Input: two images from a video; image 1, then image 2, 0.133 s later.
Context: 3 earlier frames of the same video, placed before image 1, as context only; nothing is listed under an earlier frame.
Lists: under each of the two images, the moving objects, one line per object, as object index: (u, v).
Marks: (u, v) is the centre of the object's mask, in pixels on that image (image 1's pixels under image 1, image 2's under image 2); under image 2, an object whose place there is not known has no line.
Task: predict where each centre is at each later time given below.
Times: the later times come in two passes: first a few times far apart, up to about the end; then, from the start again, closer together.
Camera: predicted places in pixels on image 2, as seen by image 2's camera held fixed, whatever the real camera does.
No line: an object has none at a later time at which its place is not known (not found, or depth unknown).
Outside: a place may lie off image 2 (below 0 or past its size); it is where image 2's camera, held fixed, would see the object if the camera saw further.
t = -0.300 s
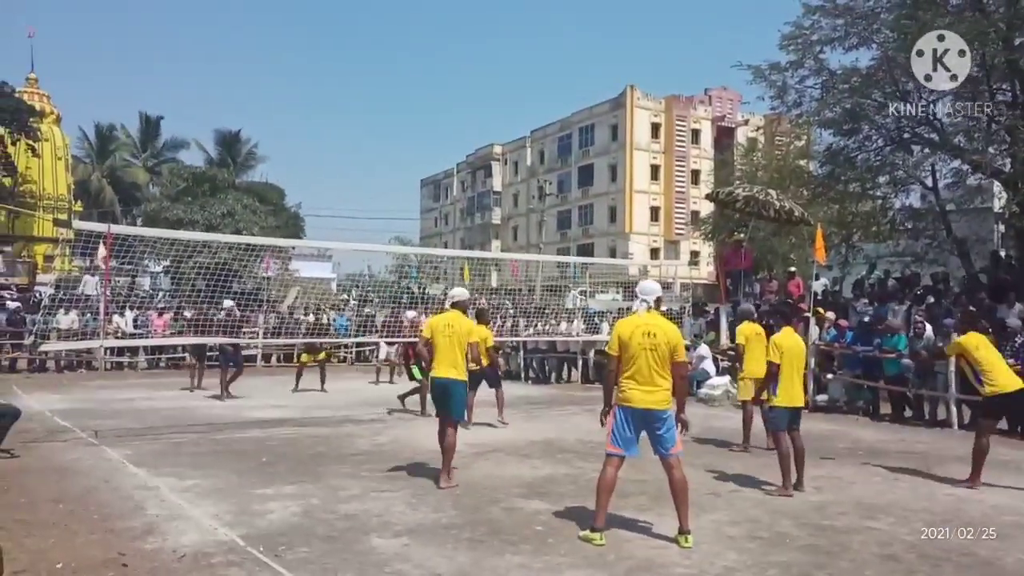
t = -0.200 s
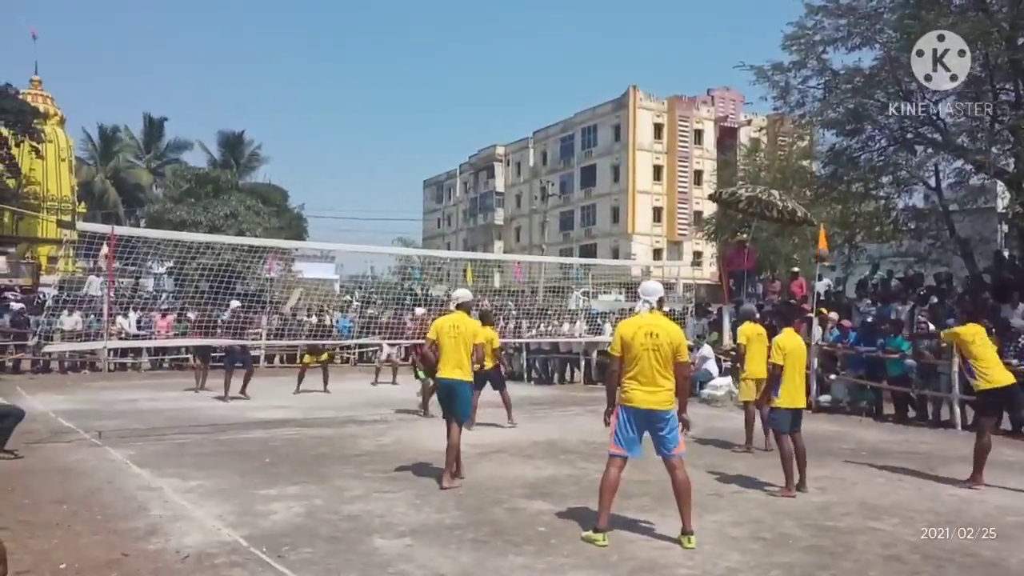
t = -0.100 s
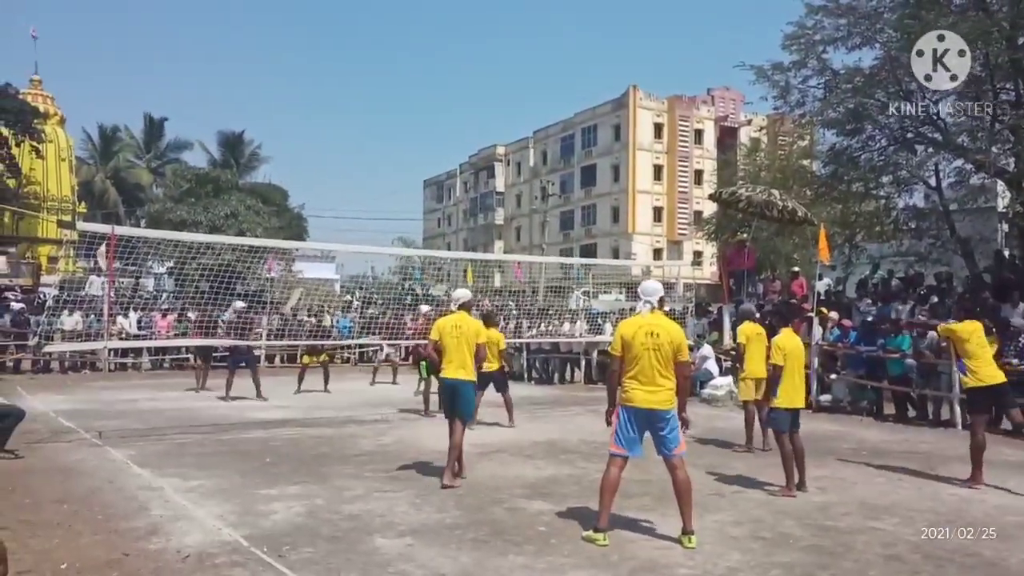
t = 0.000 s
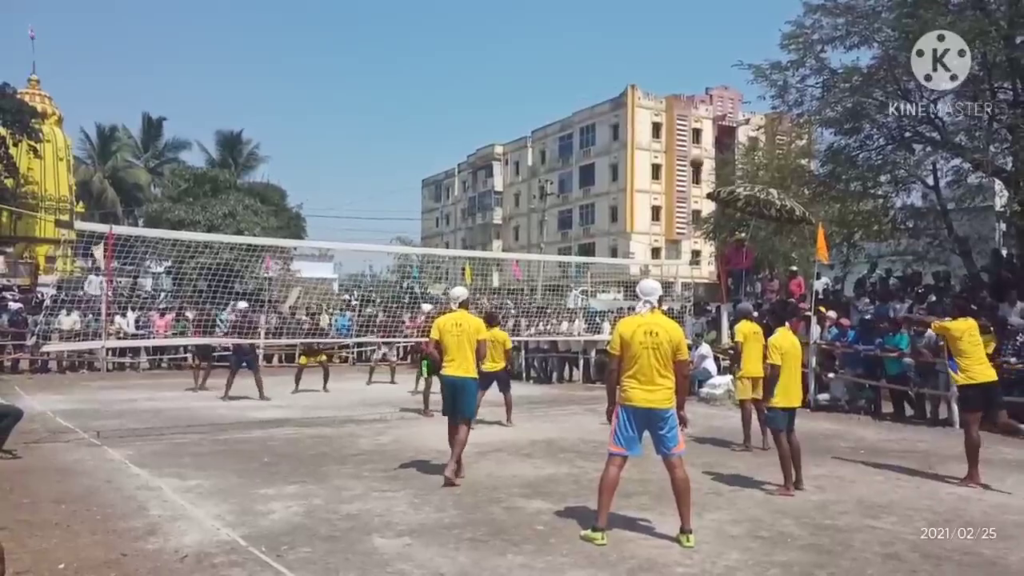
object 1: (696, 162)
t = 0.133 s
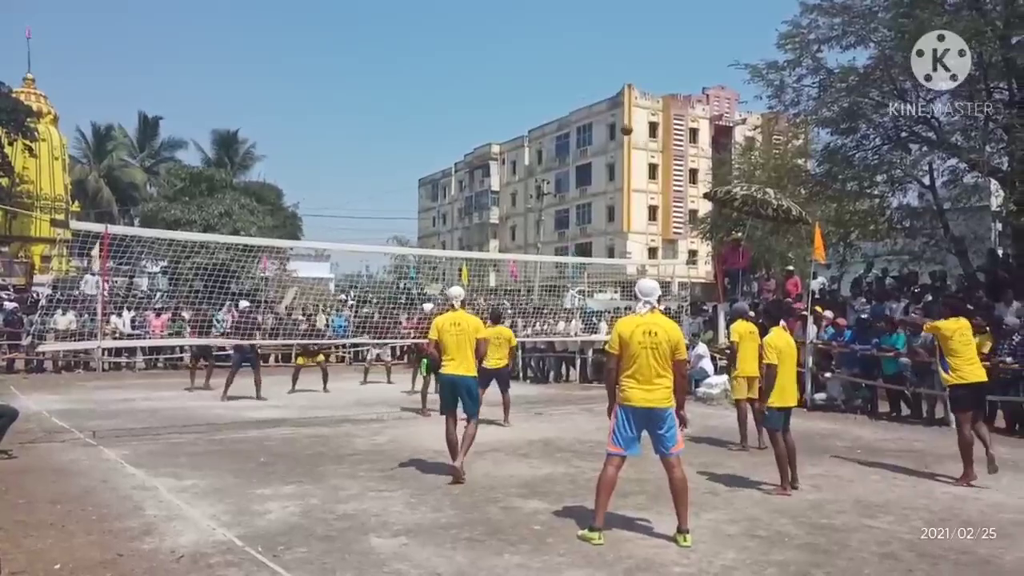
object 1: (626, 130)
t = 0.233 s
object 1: (582, 117)
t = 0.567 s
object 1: (465, 122)
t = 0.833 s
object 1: (392, 172)
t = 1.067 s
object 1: (340, 237)
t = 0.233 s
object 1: (582, 117)
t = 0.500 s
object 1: (486, 116)
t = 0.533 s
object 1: (475, 119)
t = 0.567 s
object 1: (465, 122)
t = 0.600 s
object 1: (455, 127)
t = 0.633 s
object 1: (445, 132)
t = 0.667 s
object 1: (435, 137)
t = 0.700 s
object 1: (426, 143)
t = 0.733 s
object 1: (417, 149)
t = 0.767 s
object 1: (409, 157)
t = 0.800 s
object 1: (400, 164)
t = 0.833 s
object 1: (392, 172)
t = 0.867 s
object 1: (384, 180)
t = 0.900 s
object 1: (376, 189)
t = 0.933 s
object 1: (369, 198)
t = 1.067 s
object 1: (340, 237)
